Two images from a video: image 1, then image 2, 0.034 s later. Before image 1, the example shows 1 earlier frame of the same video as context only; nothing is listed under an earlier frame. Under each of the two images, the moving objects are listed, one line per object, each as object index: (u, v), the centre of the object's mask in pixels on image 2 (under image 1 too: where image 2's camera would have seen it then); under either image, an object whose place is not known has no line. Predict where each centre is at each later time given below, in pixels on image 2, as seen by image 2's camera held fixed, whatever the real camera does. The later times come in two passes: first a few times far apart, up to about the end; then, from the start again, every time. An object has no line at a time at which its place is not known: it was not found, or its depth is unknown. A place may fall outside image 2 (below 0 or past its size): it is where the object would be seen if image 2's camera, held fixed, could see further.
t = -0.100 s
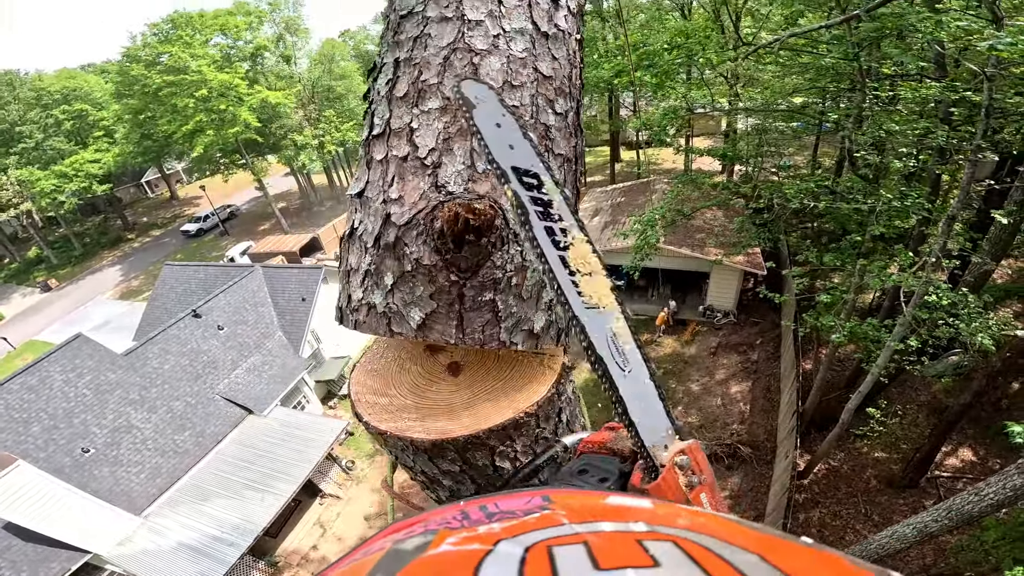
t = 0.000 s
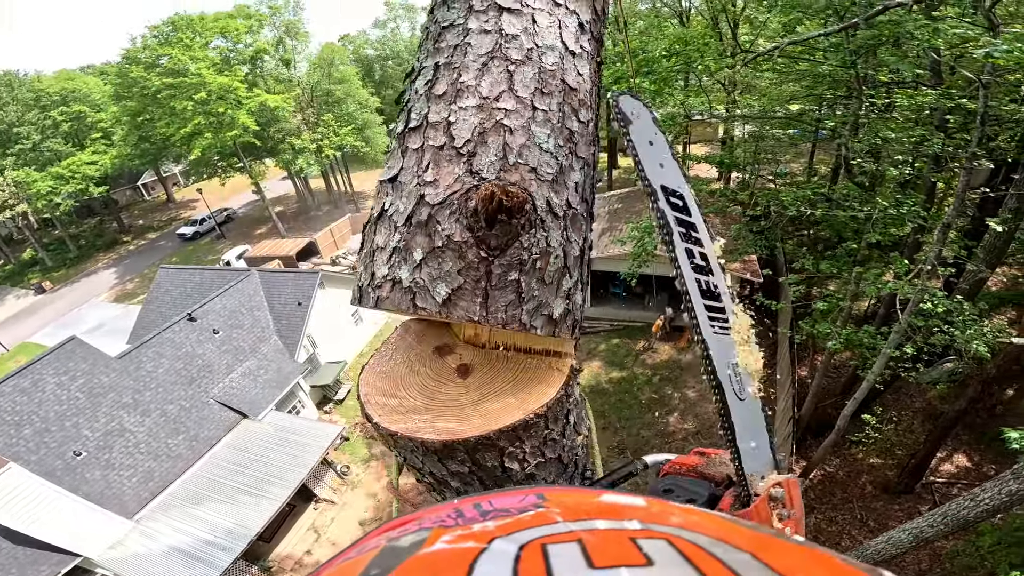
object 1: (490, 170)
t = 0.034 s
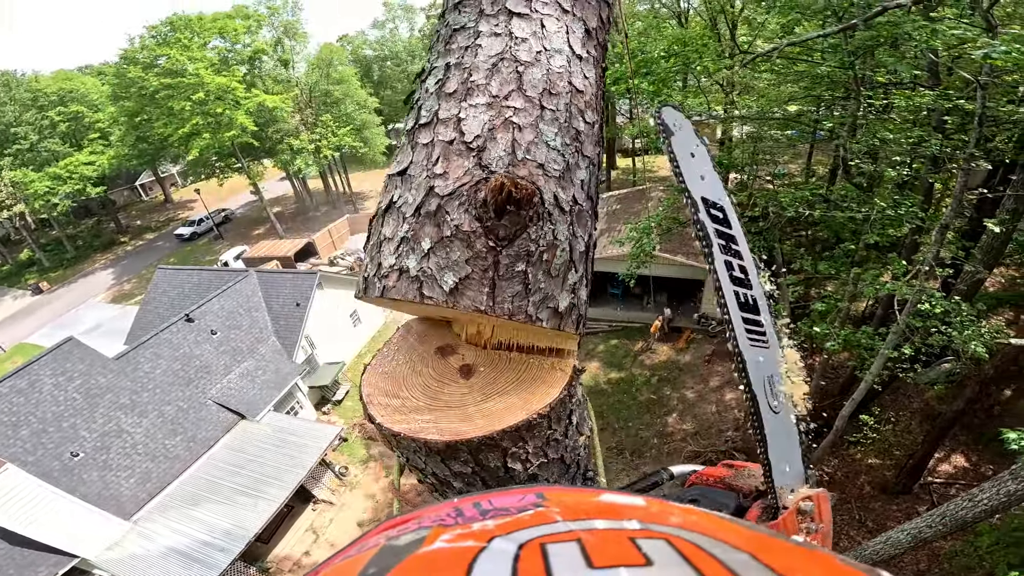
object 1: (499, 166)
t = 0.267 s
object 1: (560, 130)
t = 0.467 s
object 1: (603, 176)
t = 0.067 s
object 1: (506, 161)
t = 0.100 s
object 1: (514, 157)
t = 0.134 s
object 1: (522, 152)
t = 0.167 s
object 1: (530, 146)
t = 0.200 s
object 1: (540, 140)
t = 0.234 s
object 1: (550, 134)
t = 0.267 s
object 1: (560, 130)
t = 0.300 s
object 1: (572, 130)
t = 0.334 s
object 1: (581, 135)
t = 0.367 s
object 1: (587, 143)
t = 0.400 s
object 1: (594, 153)
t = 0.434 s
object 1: (600, 164)
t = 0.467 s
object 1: (603, 176)
